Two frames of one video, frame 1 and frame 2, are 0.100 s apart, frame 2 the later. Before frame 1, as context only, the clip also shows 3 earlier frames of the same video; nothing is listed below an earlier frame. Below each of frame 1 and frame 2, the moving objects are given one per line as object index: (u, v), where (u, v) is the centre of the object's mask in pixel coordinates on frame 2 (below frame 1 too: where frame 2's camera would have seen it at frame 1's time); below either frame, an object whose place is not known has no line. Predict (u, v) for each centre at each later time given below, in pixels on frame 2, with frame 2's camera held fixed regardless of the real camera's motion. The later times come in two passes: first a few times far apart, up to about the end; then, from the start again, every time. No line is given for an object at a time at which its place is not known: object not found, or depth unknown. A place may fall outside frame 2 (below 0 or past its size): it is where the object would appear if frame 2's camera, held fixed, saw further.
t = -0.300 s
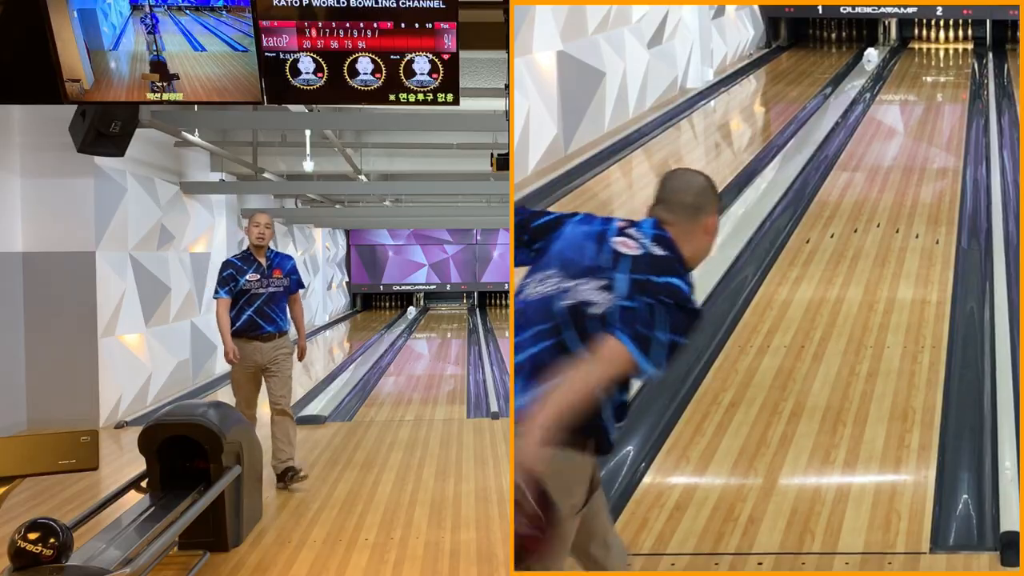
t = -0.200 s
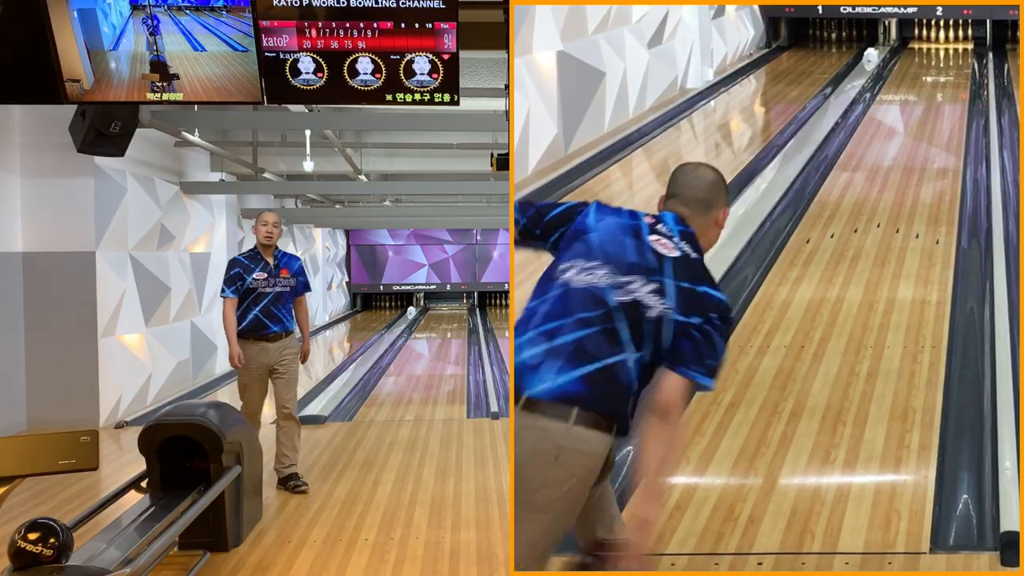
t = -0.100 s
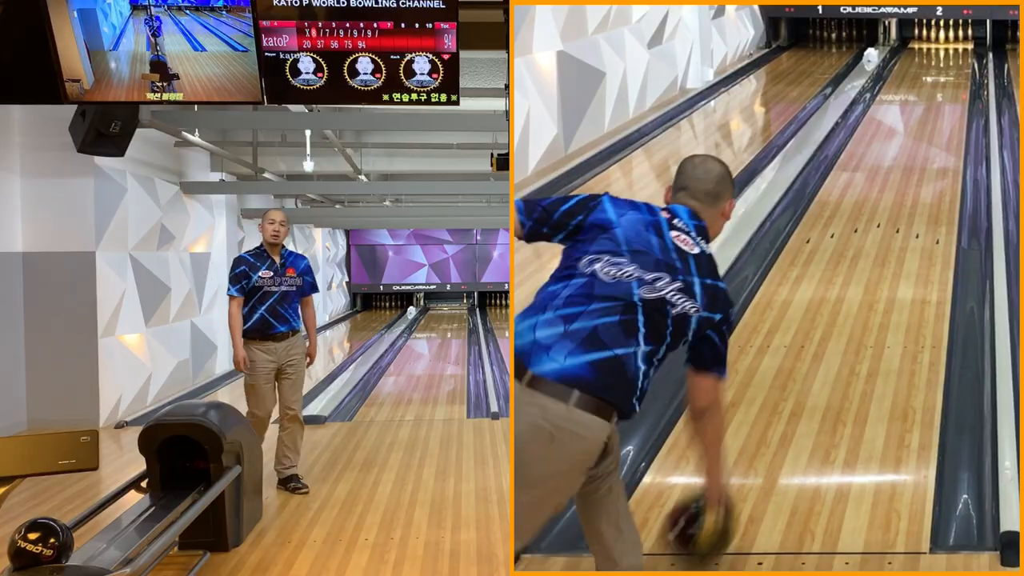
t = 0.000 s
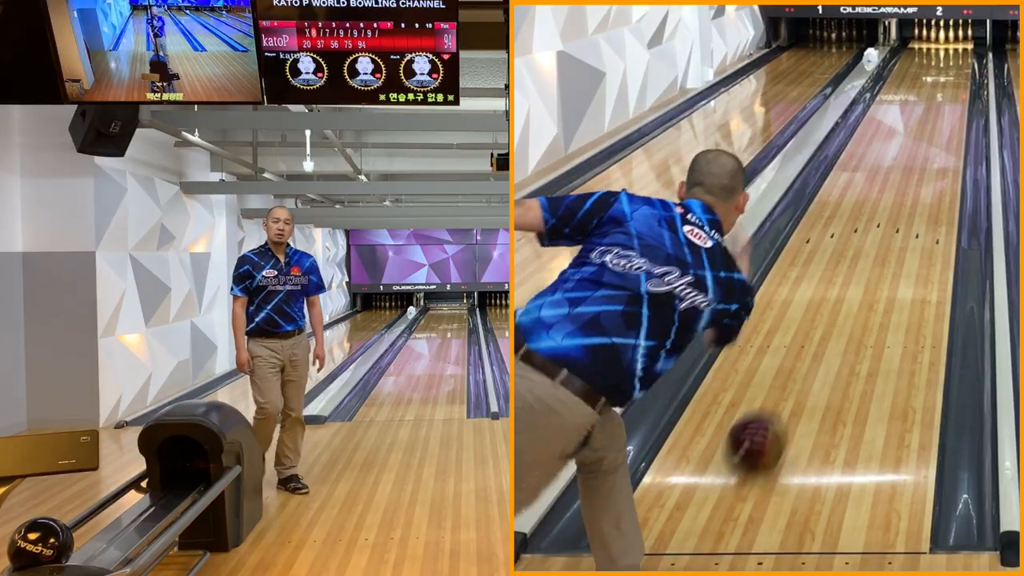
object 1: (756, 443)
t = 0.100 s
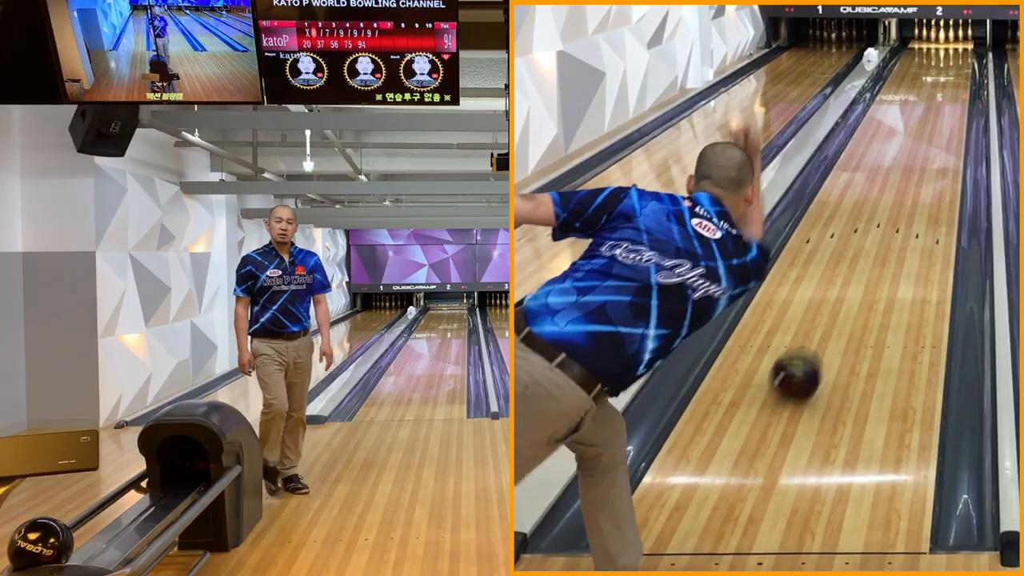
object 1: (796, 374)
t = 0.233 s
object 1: (835, 308)
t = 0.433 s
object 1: (875, 237)
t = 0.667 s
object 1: (906, 182)
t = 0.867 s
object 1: (924, 149)
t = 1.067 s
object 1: (937, 124)
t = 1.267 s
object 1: (946, 103)
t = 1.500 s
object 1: (953, 84)
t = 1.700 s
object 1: (956, 71)
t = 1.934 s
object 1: (957, 59)
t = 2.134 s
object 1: (955, 50)
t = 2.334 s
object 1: (950, 41)
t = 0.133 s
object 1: (807, 356)
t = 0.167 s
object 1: (817, 339)
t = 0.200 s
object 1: (827, 322)
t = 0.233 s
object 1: (835, 308)
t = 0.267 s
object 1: (843, 294)
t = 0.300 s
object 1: (850, 282)
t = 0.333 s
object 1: (858, 269)
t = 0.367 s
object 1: (864, 258)
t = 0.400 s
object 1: (869, 247)
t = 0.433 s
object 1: (875, 237)
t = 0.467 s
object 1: (881, 228)
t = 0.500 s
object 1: (885, 219)
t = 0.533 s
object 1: (890, 212)
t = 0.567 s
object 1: (894, 204)
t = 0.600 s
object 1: (898, 196)
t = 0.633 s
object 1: (902, 190)
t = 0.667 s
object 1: (906, 182)
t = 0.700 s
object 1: (909, 177)
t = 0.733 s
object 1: (912, 170)
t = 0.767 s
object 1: (915, 165)
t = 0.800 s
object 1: (918, 159)
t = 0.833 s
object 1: (921, 154)
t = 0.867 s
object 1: (924, 149)
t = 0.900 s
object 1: (926, 144)
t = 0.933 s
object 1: (928, 140)
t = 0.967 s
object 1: (931, 135)
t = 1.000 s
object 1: (933, 131)
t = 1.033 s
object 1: (935, 127)
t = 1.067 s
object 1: (937, 124)
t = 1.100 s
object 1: (938, 120)
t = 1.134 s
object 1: (940, 116)
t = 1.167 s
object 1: (942, 112)
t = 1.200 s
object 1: (943, 109)
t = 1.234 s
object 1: (945, 106)
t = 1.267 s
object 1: (946, 103)
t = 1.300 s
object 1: (947, 100)
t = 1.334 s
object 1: (948, 97)
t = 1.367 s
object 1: (949, 95)
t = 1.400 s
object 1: (950, 92)
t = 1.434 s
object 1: (951, 89)
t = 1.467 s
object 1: (952, 87)
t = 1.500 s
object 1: (953, 84)
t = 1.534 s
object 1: (954, 82)
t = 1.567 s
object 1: (954, 80)
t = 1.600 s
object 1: (955, 77)
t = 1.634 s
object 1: (956, 75)
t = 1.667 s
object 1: (956, 73)
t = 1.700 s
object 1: (956, 71)
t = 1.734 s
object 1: (957, 69)
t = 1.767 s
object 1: (957, 67)
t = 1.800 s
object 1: (957, 66)
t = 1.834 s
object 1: (958, 64)
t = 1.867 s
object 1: (957, 63)
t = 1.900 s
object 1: (957, 61)
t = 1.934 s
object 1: (957, 59)
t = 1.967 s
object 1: (957, 57)
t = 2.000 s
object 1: (957, 56)
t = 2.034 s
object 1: (957, 54)
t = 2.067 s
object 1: (956, 53)
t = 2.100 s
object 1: (956, 51)
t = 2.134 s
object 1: (955, 50)
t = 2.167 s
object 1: (955, 49)
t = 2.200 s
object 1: (954, 48)
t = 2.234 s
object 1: (954, 46)
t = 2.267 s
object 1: (953, 45)
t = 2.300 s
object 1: (952, 43)
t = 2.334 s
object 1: (950, 41)
